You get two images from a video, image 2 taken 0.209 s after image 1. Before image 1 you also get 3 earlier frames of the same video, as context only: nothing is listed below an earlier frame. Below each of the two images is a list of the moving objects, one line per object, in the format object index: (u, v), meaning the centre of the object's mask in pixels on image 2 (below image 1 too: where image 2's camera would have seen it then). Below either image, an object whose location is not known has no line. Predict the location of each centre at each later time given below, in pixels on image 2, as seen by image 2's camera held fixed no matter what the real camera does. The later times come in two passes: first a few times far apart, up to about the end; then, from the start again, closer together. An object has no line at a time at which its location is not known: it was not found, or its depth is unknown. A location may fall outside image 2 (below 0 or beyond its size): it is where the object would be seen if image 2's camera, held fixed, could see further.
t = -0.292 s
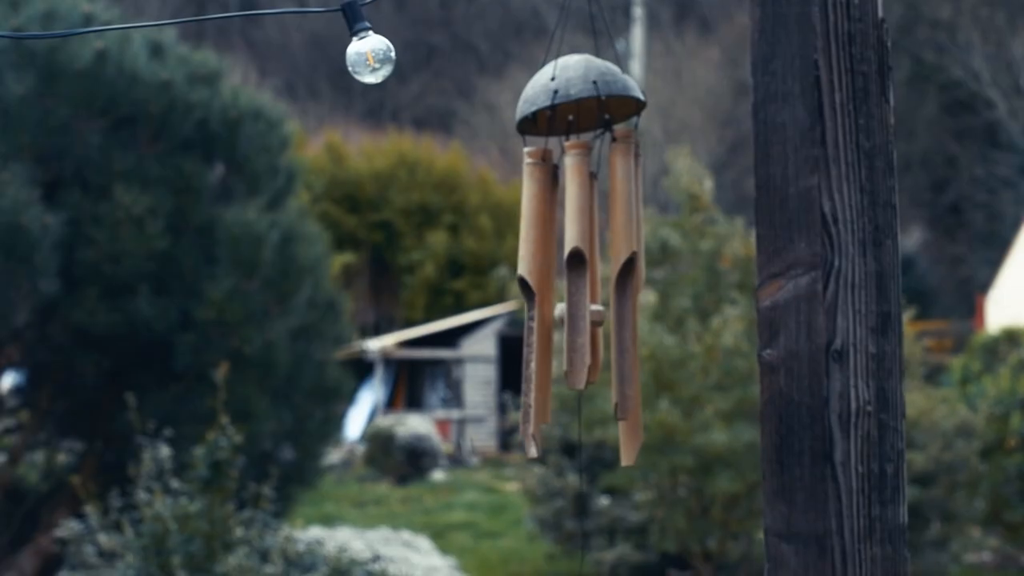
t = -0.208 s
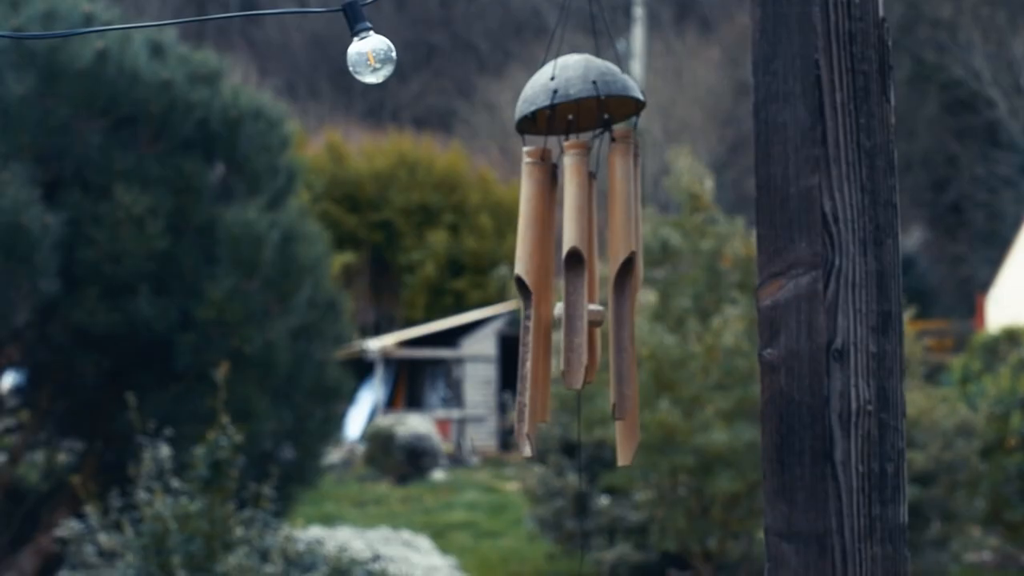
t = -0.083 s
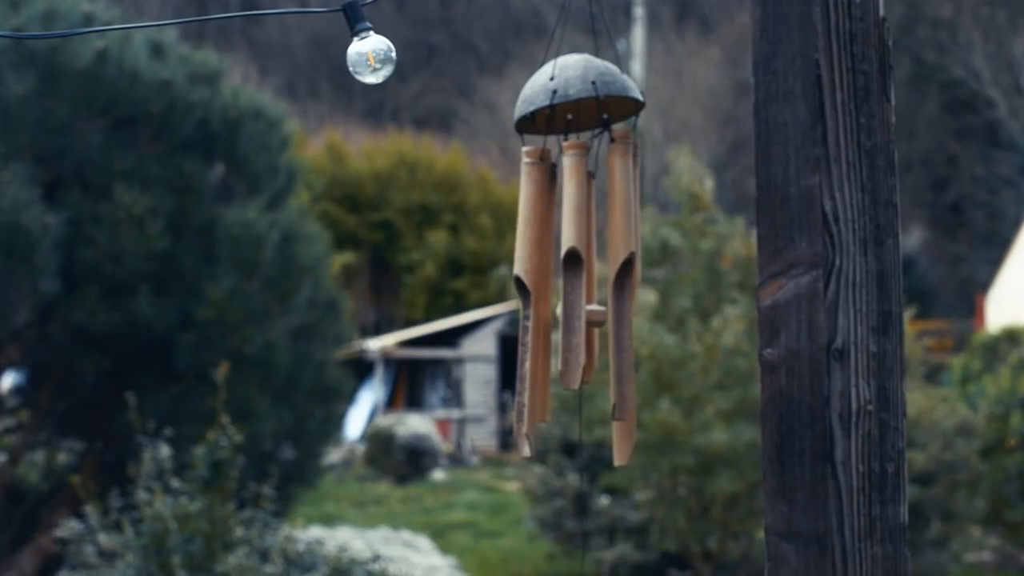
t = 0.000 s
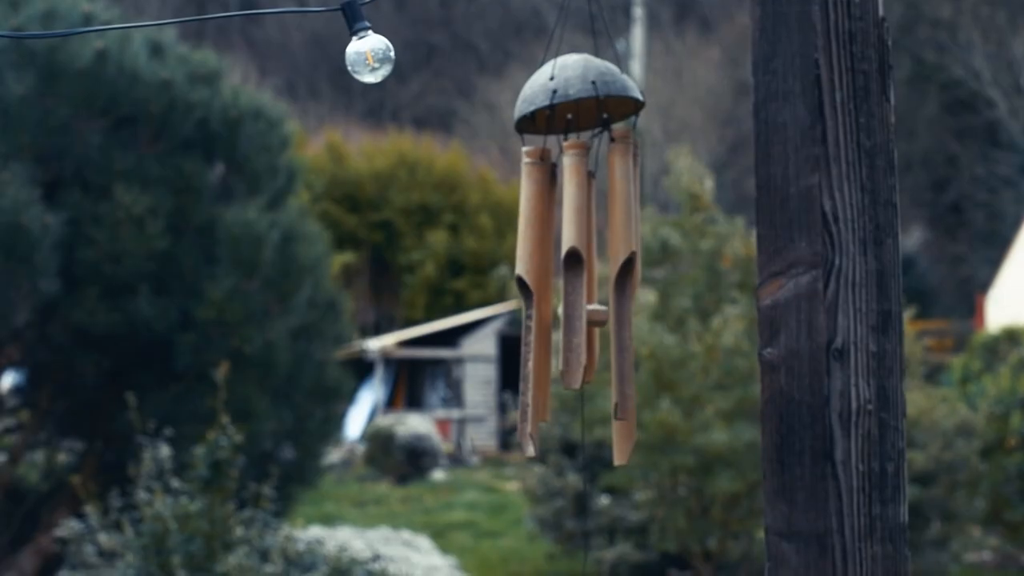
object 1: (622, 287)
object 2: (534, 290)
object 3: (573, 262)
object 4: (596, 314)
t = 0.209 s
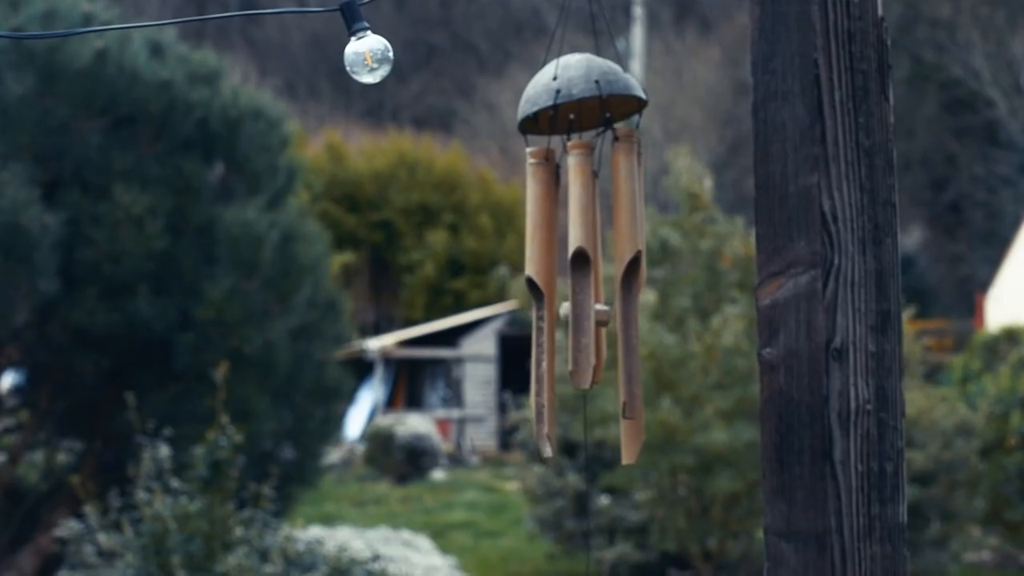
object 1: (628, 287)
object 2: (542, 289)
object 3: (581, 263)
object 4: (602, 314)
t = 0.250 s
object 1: (630, 287)
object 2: (544, 289)
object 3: (583, 263)
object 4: (603, 314)
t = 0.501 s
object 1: (636, 288)
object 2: (547, 289)
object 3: (587, 262)
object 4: (607, 313)
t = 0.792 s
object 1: (626, 286)
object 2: (538, 291)
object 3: (581, 263)
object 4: (602, 313)
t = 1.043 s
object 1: (619, 288)
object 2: (534, 287)
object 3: (577, 265)
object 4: (597, 314)
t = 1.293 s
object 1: (627, 287)
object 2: (540, 291)
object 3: (582, 263)
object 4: (600, 315)
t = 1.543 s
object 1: (633, 287)
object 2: (546, 290)
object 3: (589, 261)
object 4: (608, 315)
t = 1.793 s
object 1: (627, 288)
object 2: (544, 293)
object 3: (586, 260)
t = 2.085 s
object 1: (626, 287)
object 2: (536, 292)
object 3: (581, 262)
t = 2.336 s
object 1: (630, 289)
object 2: (539, 290)
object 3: (585, 263)
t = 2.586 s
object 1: (632, 288)
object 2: (547, 290)
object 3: (588, 263)
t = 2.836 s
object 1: (633, 285)
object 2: (545, 286)
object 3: (585, 260)
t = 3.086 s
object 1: (629, 289)
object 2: (542, 289)
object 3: (581, 261)
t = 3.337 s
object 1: (629, 287)
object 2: (545, 291)
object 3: (581, 262)
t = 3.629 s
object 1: (635, 289)
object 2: (549, 286)
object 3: (584, 262)
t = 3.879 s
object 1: (632, 294)
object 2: (546, 288)
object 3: (581, 261)
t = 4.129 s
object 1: (625, 290)
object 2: (540, 290)
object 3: (574, 261)
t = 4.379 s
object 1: (623, 290)
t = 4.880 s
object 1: (633, 284)
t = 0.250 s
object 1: (630, 287)
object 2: (544, 289)
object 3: (583, 263)
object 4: (603, 314)
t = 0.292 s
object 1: (632, 287)
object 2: (545, 289)
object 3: (585, 263)
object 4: (604, 314)
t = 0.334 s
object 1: (633, 288)
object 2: (546, 289)
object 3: (586, 262)
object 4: (605, 314)
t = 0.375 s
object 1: (634, 288)
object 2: (547, 287)
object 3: (587, 262)
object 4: (606, 313)
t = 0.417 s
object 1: (635, 287)
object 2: (547, 288)
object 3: (587, 261)
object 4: (606, 313)
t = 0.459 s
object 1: (635, 288)
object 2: (547, 288)
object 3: (587, 261)
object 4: (607, 313)
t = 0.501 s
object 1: (636, 288)
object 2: (547, 289)
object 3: (587, 262)
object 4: (607, 313)
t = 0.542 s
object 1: (635, 288)
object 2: (547, 292)
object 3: (587, 262)
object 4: (606, 313)
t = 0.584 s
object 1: (635, 287)
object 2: (546, 292)
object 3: (587, 262)
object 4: (607, 313)
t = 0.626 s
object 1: (634, 287)
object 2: (545, 292)
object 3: (586, 261)
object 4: (606, 313)
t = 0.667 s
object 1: (633, 287)
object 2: (544, 293)
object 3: (585, 262)
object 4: (605, 313)
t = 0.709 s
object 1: (631, 288)
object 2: (542, 293)
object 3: (584, 261)
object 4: (604, 313)
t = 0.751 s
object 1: (628, 286)
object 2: (540, 292)
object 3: (582, 262)
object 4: (604, 313)
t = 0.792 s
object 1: (626, 286)
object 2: (538, 291)
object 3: (581, 263)
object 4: (602, 313)
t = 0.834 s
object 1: (624, 288)
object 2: (537, 290)
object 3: (580, 263)
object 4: (601, 313)
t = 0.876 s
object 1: (622, 288)
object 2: (536, 289)
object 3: (579, 264)
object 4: (599, 314)
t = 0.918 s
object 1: (621, 288)
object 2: (535, 287)
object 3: (578, 264)
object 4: (598, 314)
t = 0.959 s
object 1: (619, 288)
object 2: (534, 287)
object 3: (577, 265)
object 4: (598, 314)
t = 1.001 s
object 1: (619, 289)
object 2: (534, 287)
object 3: (577, 265)
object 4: (597, 314)
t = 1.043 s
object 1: (619, 288)
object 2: (534, 287)
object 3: (577, 265)
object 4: (597, 314)
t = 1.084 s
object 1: (619, 288)
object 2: (535, 287)
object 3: (577, 264)
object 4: (597, 314)
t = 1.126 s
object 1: (620, 288)
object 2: (535, 288)
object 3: (578, 264)
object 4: (597, 314)
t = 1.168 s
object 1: (621, 288)
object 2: (536, 287)
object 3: (578, 264)
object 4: (597, 314)
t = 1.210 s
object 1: (623, 287)
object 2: (537, 289)
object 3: (580, 263)
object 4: (598, 315)
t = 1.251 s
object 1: (625, 287)
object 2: (539, 290)
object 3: (581, 263)
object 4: (599, 315)
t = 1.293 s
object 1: (627, 287)
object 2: (540, 291)
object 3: (582, 263)
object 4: (600, 315)
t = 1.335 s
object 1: (629, 287)
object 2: (542, 293)
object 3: (584, 263)
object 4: (601, 315)
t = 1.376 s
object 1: (630, 287)
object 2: (543, 293)
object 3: (585, 263)
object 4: (602, 315)
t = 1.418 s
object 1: (632, 287)
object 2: (544, 292)
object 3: (586, 263)
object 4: (605, 315)
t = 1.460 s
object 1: (633, 288)
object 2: (545, 291)
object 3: (587, 262)
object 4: (606, 314)
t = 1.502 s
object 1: (633, 288)
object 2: (546, 290)
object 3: (588, 261)
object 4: (607, 315)
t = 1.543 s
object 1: (633, 287)
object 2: (546, 290)
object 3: (589, 261)
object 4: (608, 315)
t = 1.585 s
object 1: (633, 288)
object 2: (547, 290)
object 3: (590, 261)
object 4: (608, 314)
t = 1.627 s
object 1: (632, 288)
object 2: (546, 290)
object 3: (590, 261)
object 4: (608, 314)
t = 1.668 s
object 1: (631, 288)
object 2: (546, 291)
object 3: (589, 260)
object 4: (607, 314)
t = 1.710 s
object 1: (629, 288)
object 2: (546, 292)
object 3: (588, 260)
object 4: (606, 314)
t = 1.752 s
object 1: (628, 288)
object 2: (545, 292)
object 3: (588, 260)
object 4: (605, 314)
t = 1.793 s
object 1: (627, 288)
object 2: (544, 293)
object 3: (586, 260)
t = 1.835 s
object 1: (626, 288)
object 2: (543, 293)
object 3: (585, 259)
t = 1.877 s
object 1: (625, 289)
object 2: (541, 293)
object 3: (584, 260)
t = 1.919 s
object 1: (624, 288)
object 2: (540, 293)
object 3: (583, 261)
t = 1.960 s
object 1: (624, 288)
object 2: (539, 293)
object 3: (582, 261)
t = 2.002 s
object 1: (624, 287)
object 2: (537, 293)
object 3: (581, 262)
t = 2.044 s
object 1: (625, 286)
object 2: (537, 292)
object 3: (581, 262)
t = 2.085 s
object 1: (626, 287)
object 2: (536, 292)
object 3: (581, 262)
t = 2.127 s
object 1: (627, 288)
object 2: (536, 292)
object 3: (581, 263)
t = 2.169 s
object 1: (627, 290)
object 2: (536, 292)
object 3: (581, 263)
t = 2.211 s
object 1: (628, 290)
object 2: (537, 291)
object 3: (582, 263)
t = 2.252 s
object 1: (629, 290)
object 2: (537, 290)
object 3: (583, 264)
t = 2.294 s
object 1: (629, 289)
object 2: (538, 290)
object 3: (584, 263)
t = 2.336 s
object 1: (630, 289)
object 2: (539, 290)
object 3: (585, 263)
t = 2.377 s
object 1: (630, 288)
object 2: (540, 289)
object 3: (586, 263)
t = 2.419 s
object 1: (631, 287)
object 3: (586, 263)
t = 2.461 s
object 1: (631, 287)
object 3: (587, 263)
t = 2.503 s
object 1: (631, 287)
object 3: (587, 263)
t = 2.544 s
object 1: (631, 288)
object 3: (587, 263)
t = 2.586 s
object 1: (632, 288)
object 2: (547, 290)
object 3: (588, 263)
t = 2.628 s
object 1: (632, 287)
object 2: (547, 288)
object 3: (588, 263)
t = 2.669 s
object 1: (632, 287)
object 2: (547, 288)
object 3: (587, 262)
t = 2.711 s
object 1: (632, 287)
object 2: (547, 288)
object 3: (587, 262)
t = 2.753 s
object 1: (633, 286)
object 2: (547, 288)
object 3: (587, 261)
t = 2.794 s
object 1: (633, 286)
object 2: (546, 287)
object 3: (586, 261)
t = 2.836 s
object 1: (633, 285)
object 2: (545, 286)
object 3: (585, 260)
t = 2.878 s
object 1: (633, 286)
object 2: (544, 287)
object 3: (584, 261)
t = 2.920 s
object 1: (632, 288)
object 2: (543, 287)
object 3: (583, 260)
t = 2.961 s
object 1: (631, 288)
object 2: (542, 286)
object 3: (582, 260)
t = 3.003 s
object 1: (630, 288)
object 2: (542, 285)
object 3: (581, 260)
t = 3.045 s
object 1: (630, 290)
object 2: (542, 287)
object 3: (581, 261)
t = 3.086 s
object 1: (629, 289)
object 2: (542, 289)
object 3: (581, 261)
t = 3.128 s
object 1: (629, 290)
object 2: (542, 291)
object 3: (580, 261)
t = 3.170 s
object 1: (629, 289)
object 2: (542, 291)
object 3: (580, 261)
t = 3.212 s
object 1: (628, 288)
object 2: (543, 291)
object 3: (581, 261)
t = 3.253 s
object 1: (628, 286)
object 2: (543, 291)
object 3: (581, 262)
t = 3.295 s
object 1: (629, 287)
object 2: (544, 291)
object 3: (581, 262)
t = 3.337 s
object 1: (629, 287)
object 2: (545, 291)
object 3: (581, 262)
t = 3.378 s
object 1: (630, 288)
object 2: (545, 290)
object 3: (581, 262)
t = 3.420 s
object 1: (631, 287)
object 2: (547, 290)
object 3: (582, 263)
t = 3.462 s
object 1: (631, 286)
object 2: (548, 289)
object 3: (582, 263)
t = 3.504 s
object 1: (632, 289)
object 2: (549, 287)
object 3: (583, 263)
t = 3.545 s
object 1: (632, 289)
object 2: (549, 286)
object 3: (583, 262)
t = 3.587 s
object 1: (633, 290)
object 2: (549, 286)
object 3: (583, 263)
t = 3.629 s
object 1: (635, 289)
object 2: (549, 286)
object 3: (584, 262)
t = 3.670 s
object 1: (635, 289)
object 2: (549, 286)
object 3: (583, 262)
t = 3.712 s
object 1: (635, 293)
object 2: (549, 285)
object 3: (584, 261)
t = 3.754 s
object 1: (634, 294)
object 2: (549, 285)
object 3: (583, 262)
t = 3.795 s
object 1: (634, 294)
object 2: (548, 286)
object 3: (582, 261)
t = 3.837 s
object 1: (633, 294)
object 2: (547, 286)
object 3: (581, 261)
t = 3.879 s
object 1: (632, 294)
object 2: (546, 288)
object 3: (581, 261)
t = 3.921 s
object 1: (631, 293)
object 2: (545, 289)
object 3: (580, 261)
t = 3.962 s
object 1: (630, 292)
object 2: (543, 290)
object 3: (578, 261)
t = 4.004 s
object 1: (629, 291)
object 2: (543, 290)
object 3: (577, 261)
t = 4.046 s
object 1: (628, 290)
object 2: (542, 290)
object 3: (576, 261)
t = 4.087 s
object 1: (626, 290)
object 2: (541, 291)
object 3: (575, 261)
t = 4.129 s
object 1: (625, 290)
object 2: (540, 290)
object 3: (574, 261)
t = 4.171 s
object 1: (624, 290)
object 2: (540, 289)
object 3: (573, 261)
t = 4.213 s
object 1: (623, 290)
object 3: (572, 261)
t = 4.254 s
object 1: (623, 290)
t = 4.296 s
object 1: (623, 290)
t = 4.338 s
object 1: (623, 290)
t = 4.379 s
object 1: (623, 290)
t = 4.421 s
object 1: (623, 290)
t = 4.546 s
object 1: (627, 283)
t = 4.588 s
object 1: (629, 282)
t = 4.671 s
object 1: (631, 284)
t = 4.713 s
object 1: (632, 284)
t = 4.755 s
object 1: (633, 285)
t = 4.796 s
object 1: (633, 284)
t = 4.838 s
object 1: (633, 284)
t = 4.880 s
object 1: (633, 284)
